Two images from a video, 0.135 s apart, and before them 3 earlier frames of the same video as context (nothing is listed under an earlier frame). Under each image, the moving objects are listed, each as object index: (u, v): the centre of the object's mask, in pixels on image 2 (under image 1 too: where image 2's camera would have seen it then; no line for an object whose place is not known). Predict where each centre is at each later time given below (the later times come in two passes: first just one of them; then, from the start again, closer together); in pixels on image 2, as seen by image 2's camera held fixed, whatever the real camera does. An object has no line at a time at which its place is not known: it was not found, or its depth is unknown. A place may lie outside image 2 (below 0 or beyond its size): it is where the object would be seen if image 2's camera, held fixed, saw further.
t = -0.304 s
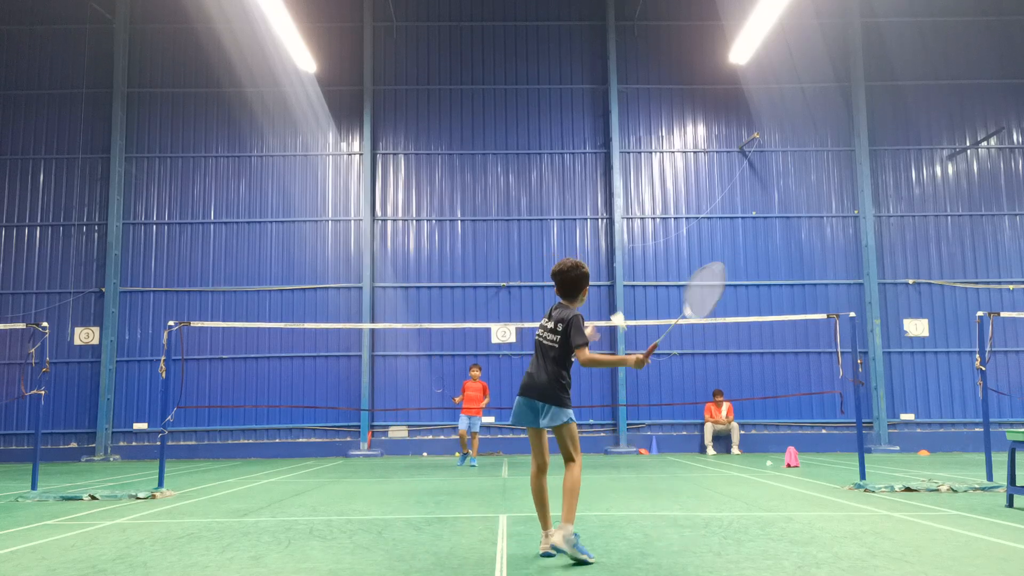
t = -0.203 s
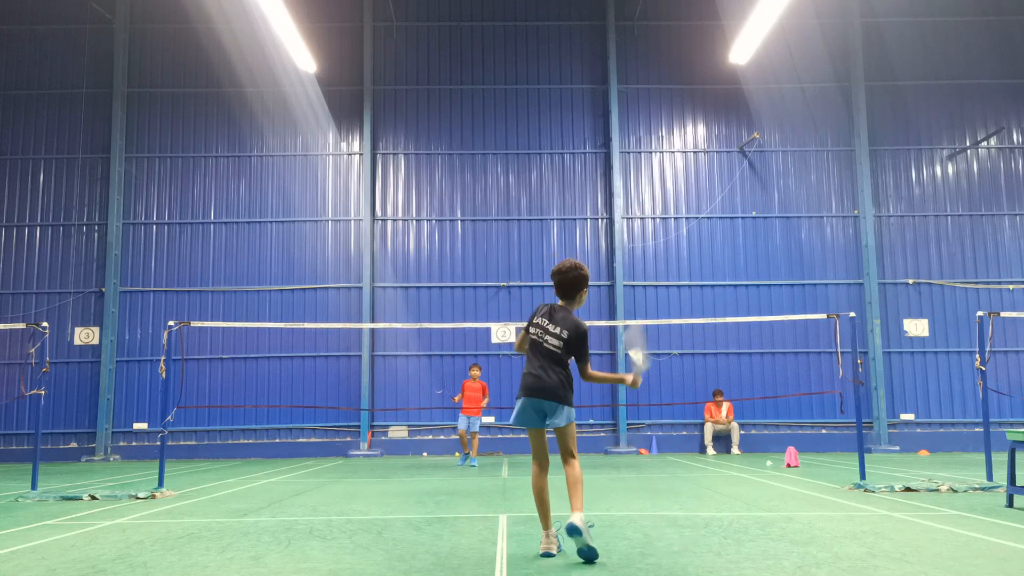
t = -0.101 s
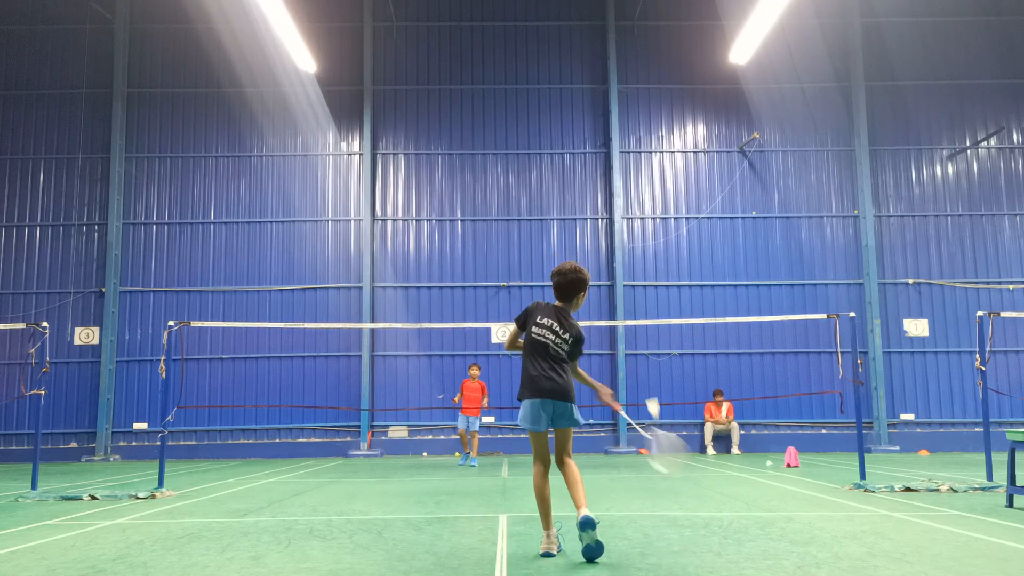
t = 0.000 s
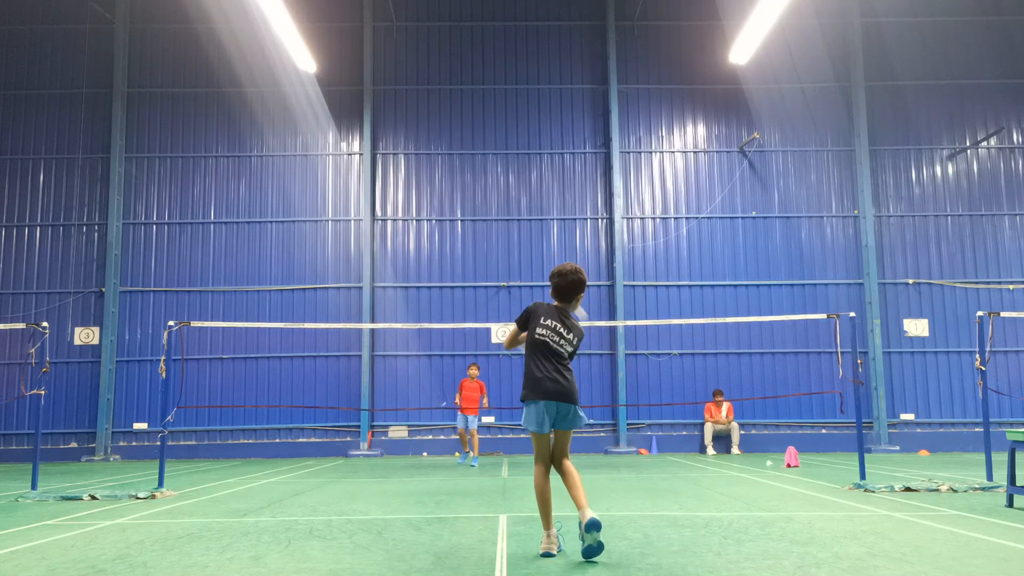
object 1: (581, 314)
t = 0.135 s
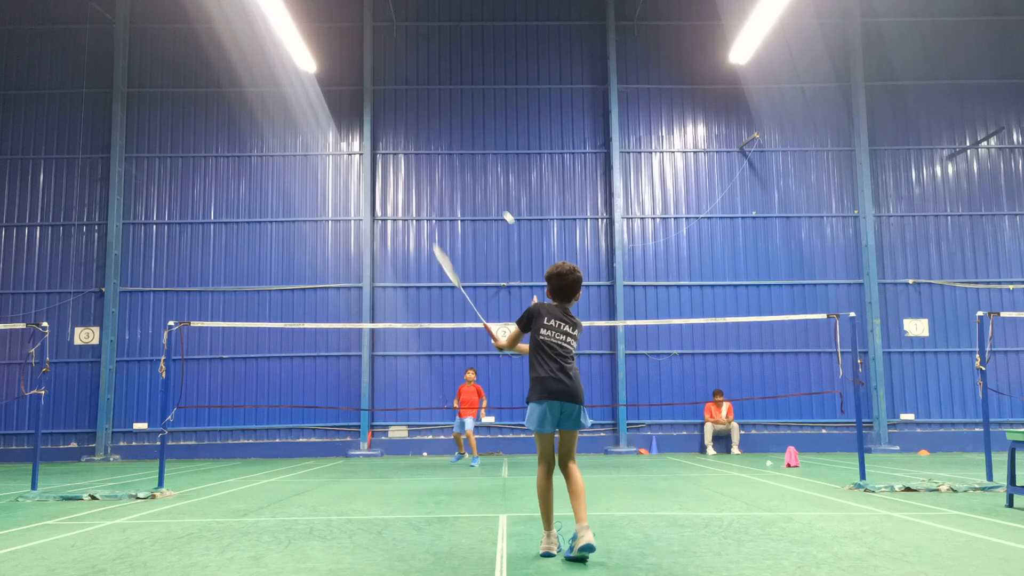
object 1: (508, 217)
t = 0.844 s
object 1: (431, 247)
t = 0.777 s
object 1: (434, 232)
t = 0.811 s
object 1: (433, 239)
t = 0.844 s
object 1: (431, 247)
